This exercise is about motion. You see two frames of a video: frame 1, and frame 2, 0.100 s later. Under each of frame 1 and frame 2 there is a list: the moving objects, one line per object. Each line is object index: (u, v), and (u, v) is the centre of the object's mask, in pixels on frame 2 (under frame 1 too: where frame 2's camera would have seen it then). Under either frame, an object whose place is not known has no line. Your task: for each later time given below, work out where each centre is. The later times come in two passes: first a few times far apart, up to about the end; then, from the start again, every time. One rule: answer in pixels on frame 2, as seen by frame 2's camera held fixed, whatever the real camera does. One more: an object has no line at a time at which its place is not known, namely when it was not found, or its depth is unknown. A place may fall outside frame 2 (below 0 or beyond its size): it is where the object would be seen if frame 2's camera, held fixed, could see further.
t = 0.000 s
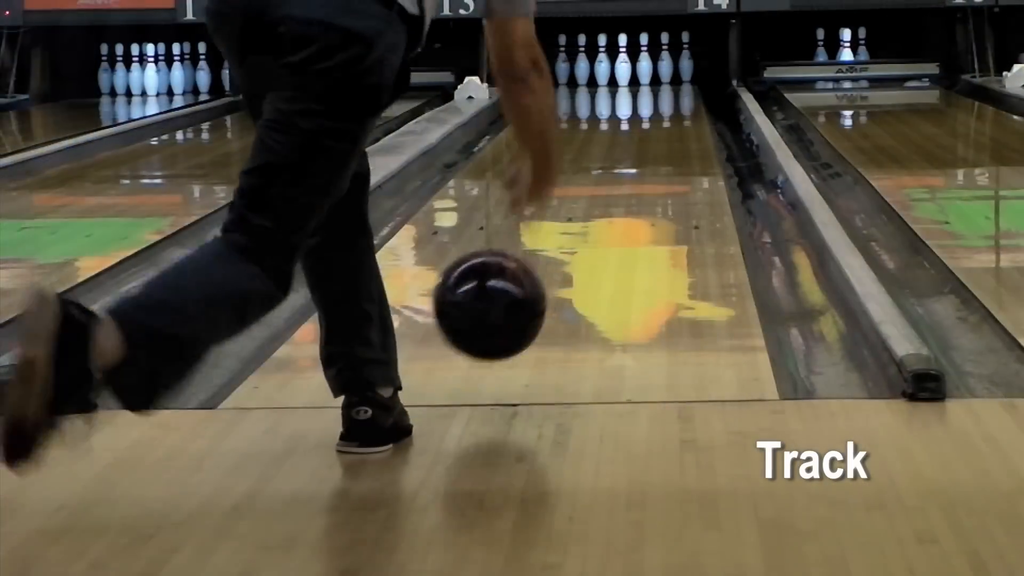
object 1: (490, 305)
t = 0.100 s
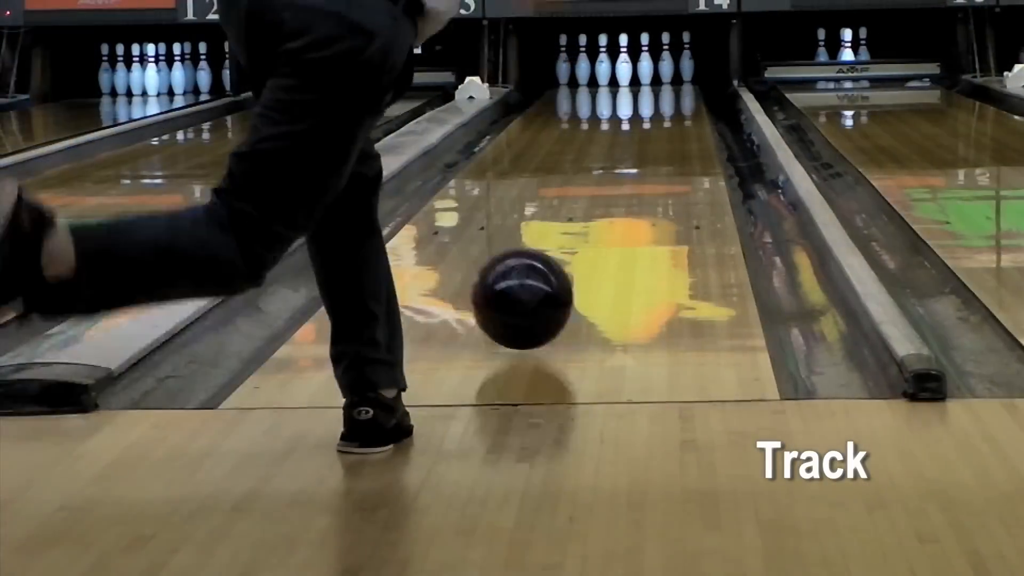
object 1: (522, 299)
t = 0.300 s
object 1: (567, 247)
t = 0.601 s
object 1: (611, 190)
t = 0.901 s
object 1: (637, 152)
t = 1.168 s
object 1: (652, 129)
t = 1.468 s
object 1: (661, 108)
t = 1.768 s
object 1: (664, 94)
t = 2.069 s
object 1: (659, 85)
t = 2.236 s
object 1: (653, 79)
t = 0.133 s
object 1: (531, 290)
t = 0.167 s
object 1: (539, 277)
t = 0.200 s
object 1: (547, 270)
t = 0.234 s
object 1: (554, 263)
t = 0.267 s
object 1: (561, 255)
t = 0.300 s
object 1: (567, 247)
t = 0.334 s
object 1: (573, 239)
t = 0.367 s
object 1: (579, 232)
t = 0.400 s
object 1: (584, 225)
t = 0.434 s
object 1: (589, 218)
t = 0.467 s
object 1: (594, 211)
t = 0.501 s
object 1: (599, 206)
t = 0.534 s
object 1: (603, 201)
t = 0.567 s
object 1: (607, 195)
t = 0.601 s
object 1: (611, 190)
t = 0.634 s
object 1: (614, 185)
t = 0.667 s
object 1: (617, 180)
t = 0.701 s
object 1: (620, 176)
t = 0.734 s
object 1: (624, 171)
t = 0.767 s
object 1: (627, 167)
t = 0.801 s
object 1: (630, 162)
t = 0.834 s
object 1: (633, 159)
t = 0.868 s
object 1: (635, 155)
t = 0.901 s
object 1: (637, 152)
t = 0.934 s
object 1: (639, 148)
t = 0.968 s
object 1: (641, 145)
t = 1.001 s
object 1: (643, 142)
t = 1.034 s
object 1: (645, 139)
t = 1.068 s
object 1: (647, 136)
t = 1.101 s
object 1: (649, 134)
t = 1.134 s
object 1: (650, 131)
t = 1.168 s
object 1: (652, 129)
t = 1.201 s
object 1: (653, 126)
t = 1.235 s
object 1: (654, 123)
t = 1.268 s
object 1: (655, 121)
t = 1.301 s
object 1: (657, 119)
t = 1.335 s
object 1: (658, 117)
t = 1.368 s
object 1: (659, 114)
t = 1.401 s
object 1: (660, 112)
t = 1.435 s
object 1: (661, 110)
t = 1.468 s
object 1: (661, 108)
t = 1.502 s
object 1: (661, 107)
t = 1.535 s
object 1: (662, 104)
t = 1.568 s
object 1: (663, 103)
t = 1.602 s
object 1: (663, 101)
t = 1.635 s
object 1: (663, 100)
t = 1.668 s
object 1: (664, 98)
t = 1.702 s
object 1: (664, 97)
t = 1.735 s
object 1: (664, 96)
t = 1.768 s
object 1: (664, 94)
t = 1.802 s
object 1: (663, 93)
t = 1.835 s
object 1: (663, 92)
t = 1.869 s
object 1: (663, 91)
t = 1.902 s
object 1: (662, 90)
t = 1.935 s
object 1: (662, 89)
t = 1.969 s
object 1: (661, 88)
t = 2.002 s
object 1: (660, 87)
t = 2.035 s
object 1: (659, 86)
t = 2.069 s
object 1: (659, 85)
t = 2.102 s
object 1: (657, 84)
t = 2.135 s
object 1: (656, 82)
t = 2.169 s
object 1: (655, 81)
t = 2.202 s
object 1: (655, 80)
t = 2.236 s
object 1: (653, 79)
